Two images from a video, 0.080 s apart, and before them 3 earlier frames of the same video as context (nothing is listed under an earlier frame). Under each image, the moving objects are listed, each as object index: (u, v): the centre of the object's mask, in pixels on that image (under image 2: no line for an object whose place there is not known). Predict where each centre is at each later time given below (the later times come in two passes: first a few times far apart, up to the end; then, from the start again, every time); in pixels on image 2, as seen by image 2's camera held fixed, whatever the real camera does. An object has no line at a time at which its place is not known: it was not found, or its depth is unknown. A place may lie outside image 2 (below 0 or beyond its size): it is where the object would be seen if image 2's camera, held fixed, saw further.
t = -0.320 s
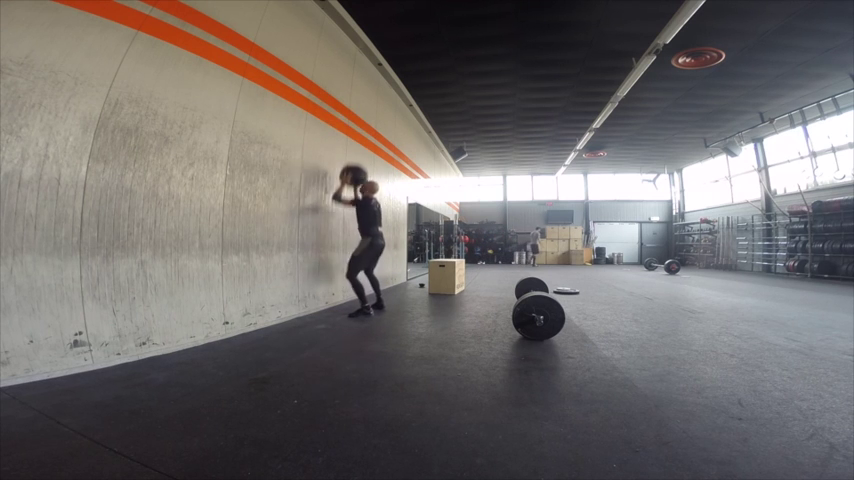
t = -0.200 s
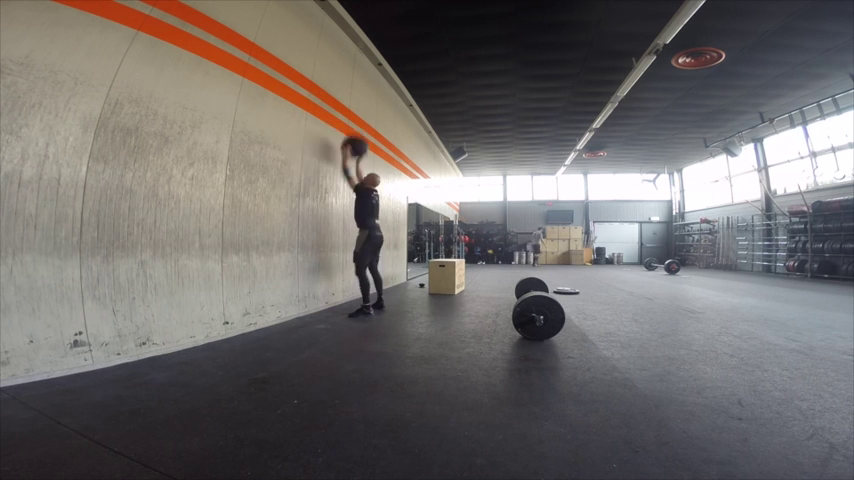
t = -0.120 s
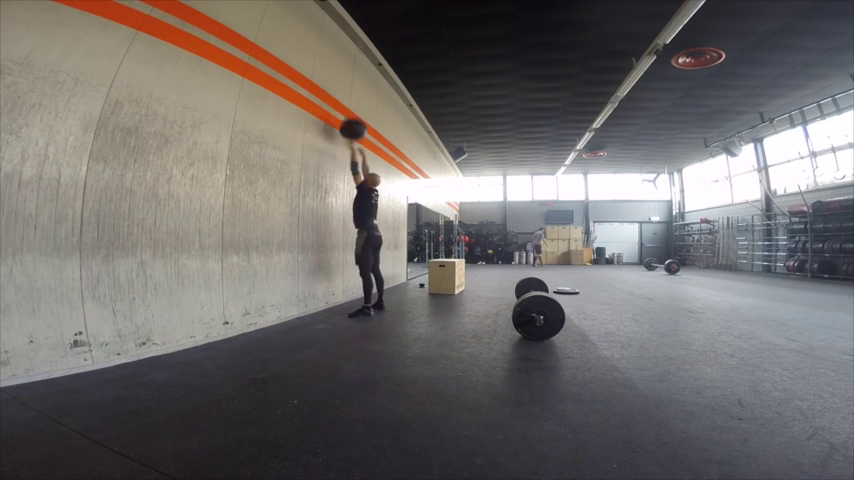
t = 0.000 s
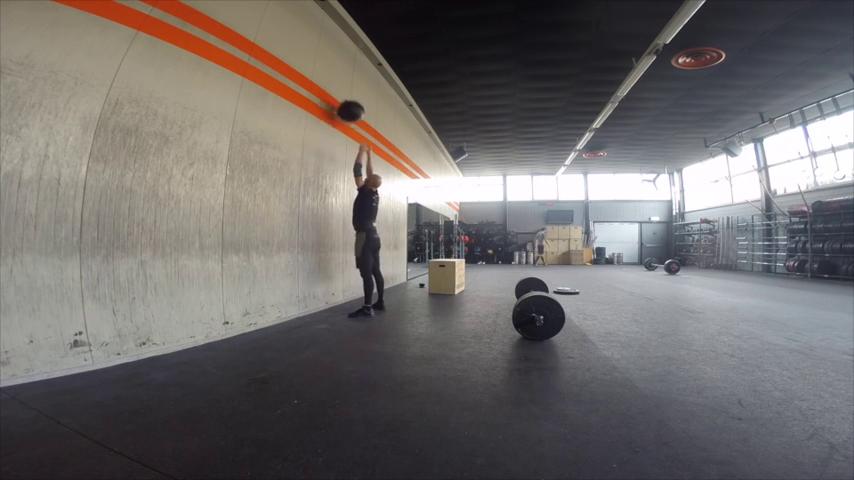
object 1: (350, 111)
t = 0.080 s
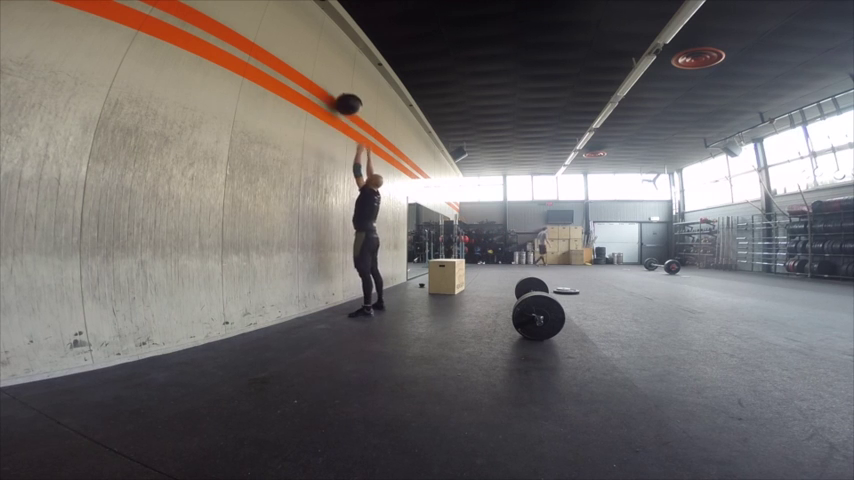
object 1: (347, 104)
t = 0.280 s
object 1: (345, 101)
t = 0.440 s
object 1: (348, 114)
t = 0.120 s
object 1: (346, 102)
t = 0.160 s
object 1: (344, 101)
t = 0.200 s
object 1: (344, 100)
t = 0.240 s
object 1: (344, 100)
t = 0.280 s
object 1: (345, 101)
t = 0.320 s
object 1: (346, 103)
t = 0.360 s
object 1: (346, 106)
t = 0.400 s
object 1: (347, 109)
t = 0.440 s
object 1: (348, 114)
